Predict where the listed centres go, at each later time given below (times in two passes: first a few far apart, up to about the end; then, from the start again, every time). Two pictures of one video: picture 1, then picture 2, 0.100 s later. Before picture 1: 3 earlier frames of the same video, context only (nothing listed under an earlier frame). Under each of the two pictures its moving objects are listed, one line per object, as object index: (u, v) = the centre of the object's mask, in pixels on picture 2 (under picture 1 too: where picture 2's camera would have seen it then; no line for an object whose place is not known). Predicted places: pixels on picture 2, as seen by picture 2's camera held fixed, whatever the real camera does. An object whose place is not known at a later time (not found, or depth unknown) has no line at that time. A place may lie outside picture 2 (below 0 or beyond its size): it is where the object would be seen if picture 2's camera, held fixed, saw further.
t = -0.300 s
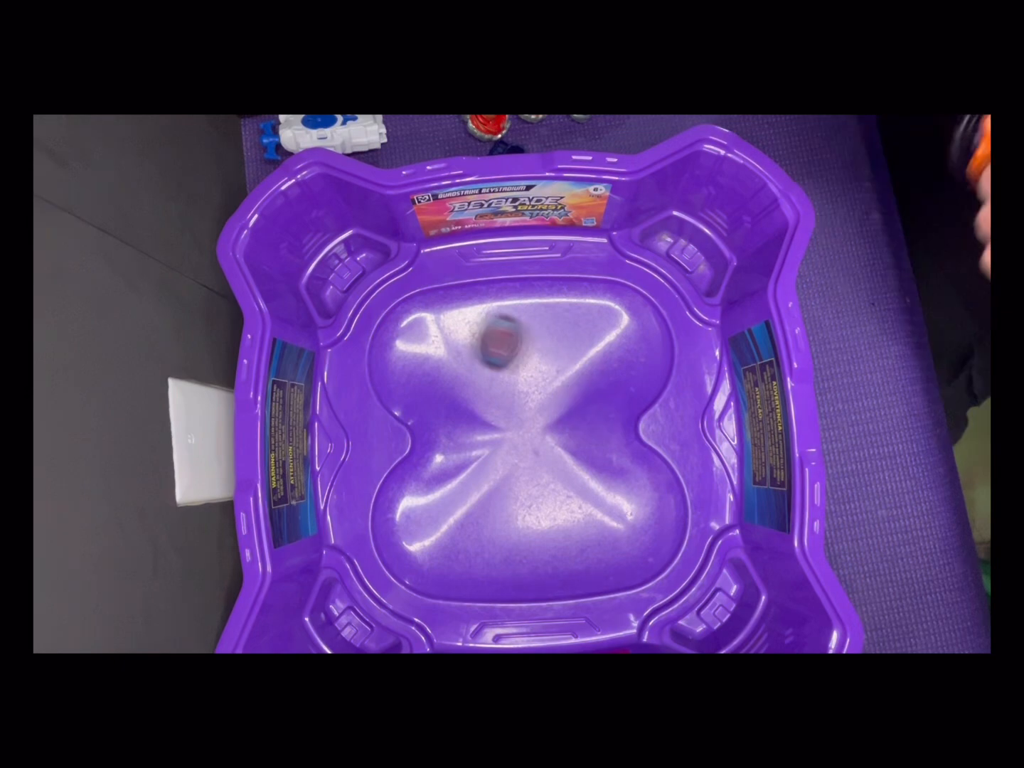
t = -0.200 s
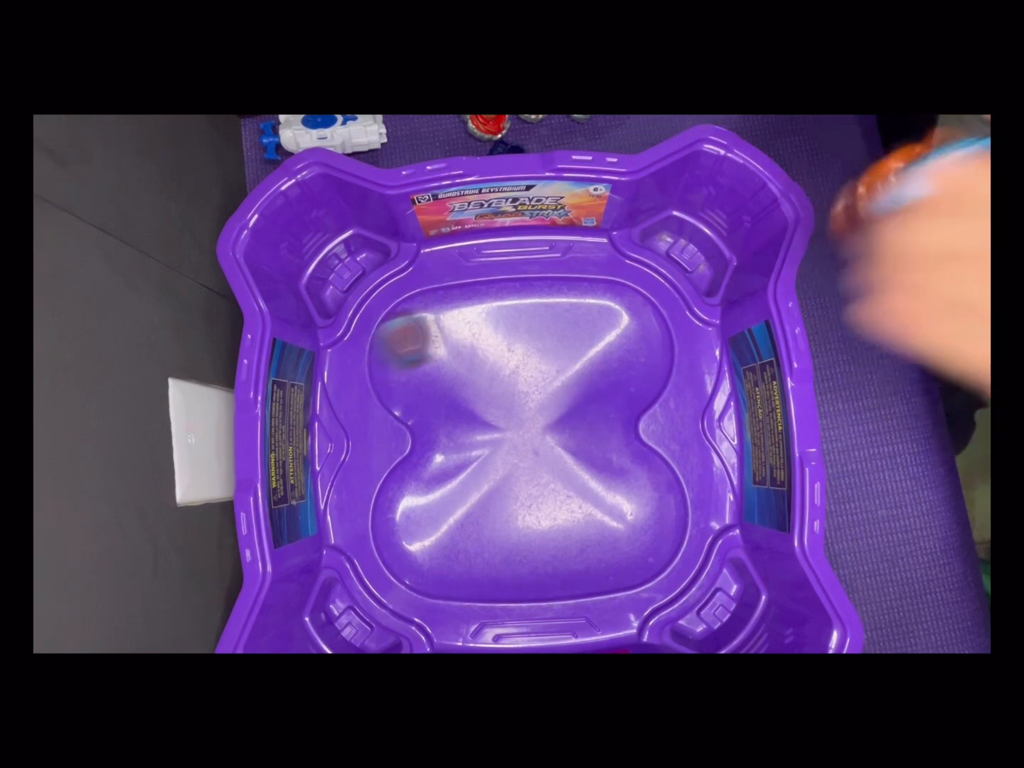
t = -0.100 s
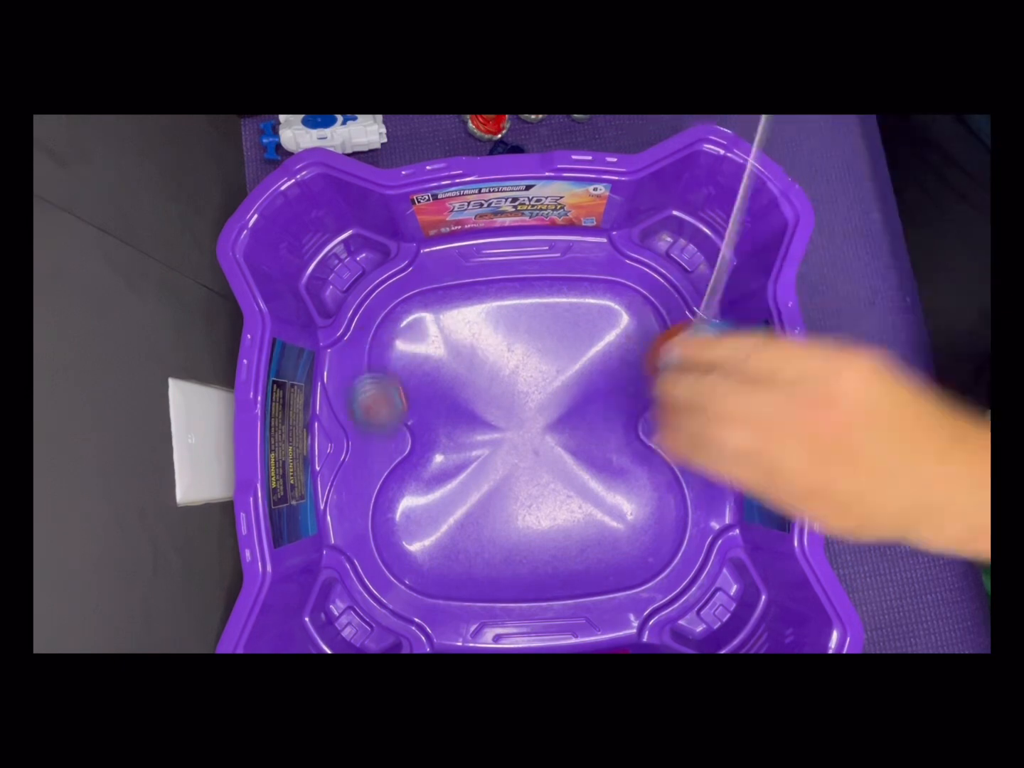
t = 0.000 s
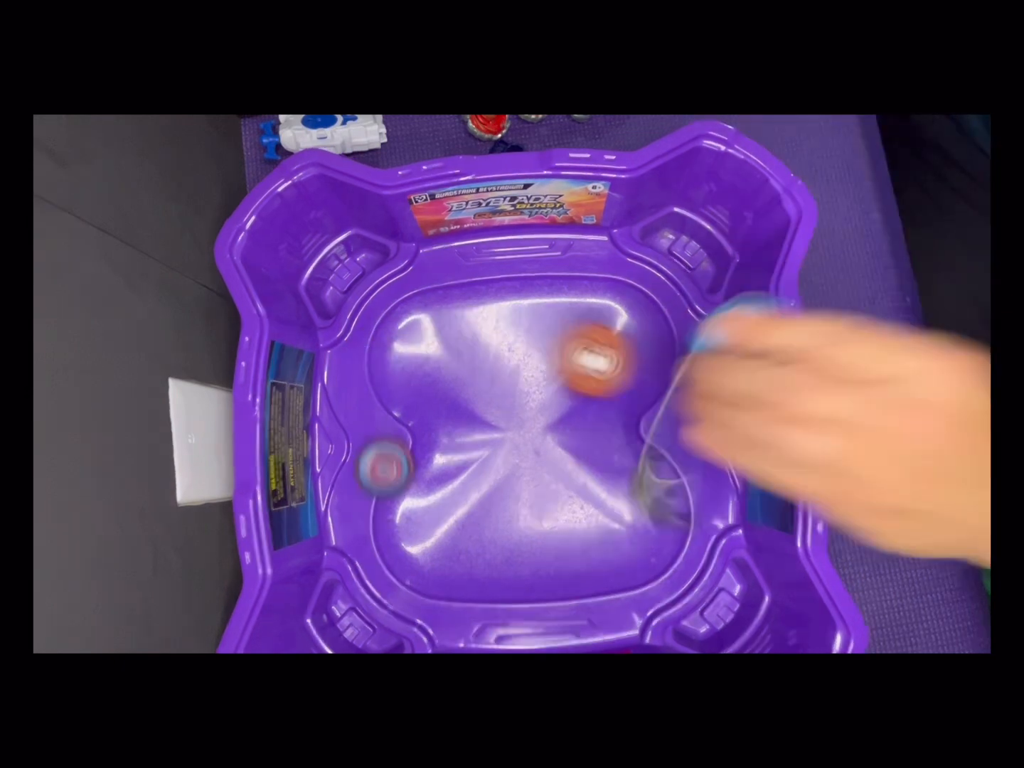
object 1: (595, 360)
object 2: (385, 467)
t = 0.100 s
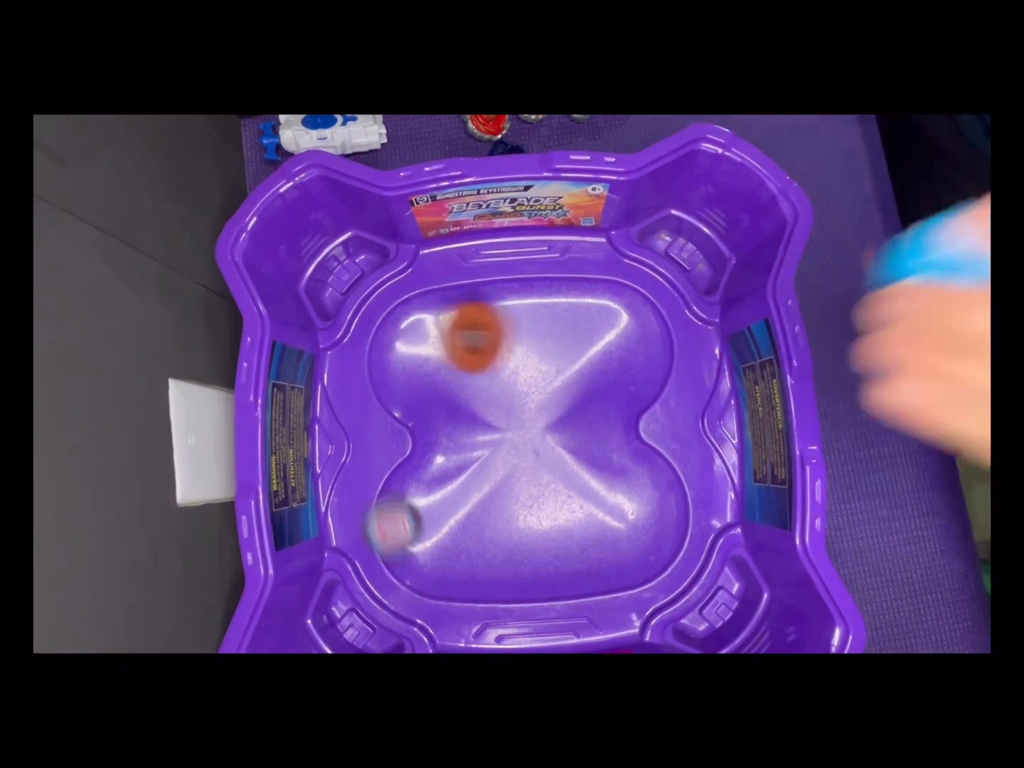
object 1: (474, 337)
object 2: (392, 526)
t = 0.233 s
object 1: (364, 373)
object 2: (499, 594)
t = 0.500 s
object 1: (470, 571)
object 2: (614, 417)
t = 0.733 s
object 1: (696, 484)
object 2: (444, 317)
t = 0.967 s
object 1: (550, 279)
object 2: (369, 475)
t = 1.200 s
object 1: (341, 490)
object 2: (488, 581)
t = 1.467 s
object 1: (349, 614)
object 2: (634, 438)
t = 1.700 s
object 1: (460, 582)
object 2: (506, 344)
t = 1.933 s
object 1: (598, 399)
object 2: (412, 411)
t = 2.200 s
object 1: (523, 256)
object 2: (554, 517)
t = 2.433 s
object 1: (448, 288)
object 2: (628, 439)
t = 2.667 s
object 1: (429, 459)
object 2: (529, 352)
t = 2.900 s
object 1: (607, 572)
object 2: (464, 437)
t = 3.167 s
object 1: (705, 368)
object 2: (582, 538)
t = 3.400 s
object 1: (668, 326)
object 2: (625, 440)
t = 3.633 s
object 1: (495, 306)
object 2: (478, 418)
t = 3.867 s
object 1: (397, 439)
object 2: (473, 552)
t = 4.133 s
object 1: (592, 599)
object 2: (624, 499)
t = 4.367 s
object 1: (658, 377)
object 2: (557, 366)
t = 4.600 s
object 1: (448, 311)
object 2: (410, 372)
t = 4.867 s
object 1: (369, 510)
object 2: (481, 517)
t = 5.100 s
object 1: (568, 599)
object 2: (560, 516)
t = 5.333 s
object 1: (647, 396)
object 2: (537, 429)
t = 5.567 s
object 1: (477, 292)
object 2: (462, 418)
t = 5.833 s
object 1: (376, 498)
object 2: (488, 499)
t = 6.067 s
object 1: (558, 578)
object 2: (514, 441)
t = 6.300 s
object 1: (677, 401)
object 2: (488, 404)
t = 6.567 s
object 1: (621, 268)
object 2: (499, 418)
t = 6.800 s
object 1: (541, 265)
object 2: (502, 398)
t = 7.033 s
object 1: (432, 368)
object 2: (485, 404)
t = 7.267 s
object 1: (446, 536)
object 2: (523, 429)
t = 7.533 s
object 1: (642, 538)
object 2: (560, 388)
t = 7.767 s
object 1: (570, 431)
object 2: (516, 395)
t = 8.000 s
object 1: (489, 476)
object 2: (457, 398)
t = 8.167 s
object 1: (525, 529)
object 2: (516, 451)
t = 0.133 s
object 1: (440, 336)
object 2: (406, 555)
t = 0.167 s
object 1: (408, 345)
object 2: (432, 581)
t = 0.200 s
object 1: (383, 358)
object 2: (463, 593)
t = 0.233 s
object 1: (364, 373)
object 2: (499, 594)
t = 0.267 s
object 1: (363, 390)
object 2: (539, 584)
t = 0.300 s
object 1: (368, 409)
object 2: (579, 567)
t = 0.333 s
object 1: (377, 431)
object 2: (614, 543)
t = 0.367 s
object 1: (388, 455)
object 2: (644, 511)
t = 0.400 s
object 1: (403, 479)
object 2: (661, 479)
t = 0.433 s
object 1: (420, 504)
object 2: (660, 452)
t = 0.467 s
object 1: (443, 540)
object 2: (637, 434)
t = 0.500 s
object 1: (470, 571)
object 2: (614, 417)
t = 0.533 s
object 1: (502, 597)
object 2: (590, 401)
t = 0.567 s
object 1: (543, 606)
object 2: (571, 377)
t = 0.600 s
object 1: (582, 601)
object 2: (549, 352)
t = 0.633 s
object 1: (619, 592)
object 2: (528, 336)
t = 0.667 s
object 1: (656, 567)
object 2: (503, 325)
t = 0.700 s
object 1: (682, 531)
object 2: (475, 318)
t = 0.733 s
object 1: (696, 484)
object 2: (444, 317)
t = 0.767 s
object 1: (702, 438)
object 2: (412, 322)
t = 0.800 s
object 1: (689, 403)
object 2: (381, 338)
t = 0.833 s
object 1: (673, 373)
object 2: (368, 364)
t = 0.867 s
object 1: (654, 346)
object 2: (368, 397)
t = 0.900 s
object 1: (625, 314)
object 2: (369, 429)
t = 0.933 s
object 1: (588, 288)
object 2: (369, 455)
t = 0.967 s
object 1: (550, 279)
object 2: (369, 475)
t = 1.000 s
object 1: (506, 282)
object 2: (371, 491)
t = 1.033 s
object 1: (460, 297)
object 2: (376, 504)
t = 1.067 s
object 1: (416, 323)
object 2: (385, 520)
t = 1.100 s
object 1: (373, 362)
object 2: (400, 542)
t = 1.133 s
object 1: (354, 401)
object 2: (423, 565)
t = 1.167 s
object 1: (346, 443)
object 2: (455, 577)
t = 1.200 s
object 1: (341, 490)
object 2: (488, 581)
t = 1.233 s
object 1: (342, 531)
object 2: (526, 576)
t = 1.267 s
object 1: (353, 577)
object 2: (564, 563)
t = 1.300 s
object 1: (371, 622)
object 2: (597, 548)
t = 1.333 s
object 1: (375, 631)
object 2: (627, 523)
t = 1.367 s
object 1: (357, 621)
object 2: (649, 497)
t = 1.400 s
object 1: (340, 613)
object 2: (661, 471)
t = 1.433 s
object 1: (339, 612)
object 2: (656, 453)
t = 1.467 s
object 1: (349, 614)
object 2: (634, 438)
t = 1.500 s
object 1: (359, 618)
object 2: (612, 426)
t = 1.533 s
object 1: (373, 622)
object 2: (591, 411)
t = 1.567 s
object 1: (391, 627)
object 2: (572, 388)
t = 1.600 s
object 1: (410, 628)
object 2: (554, 369)
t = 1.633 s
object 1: (425, 618)
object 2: (540, 357)
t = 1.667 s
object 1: (442, 603)
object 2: (524, 348)
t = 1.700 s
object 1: (460, 582)
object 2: (506, 344)
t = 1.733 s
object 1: (480, 560)
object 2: (486, 343)
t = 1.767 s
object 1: (503, 535)
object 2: (464, 346)
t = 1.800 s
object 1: (529, 509)
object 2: (443, 354)
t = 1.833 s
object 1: (555, 482)
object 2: (424, 366)
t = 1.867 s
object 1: (576, 453)
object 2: (412, 382)
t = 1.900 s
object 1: (589, 427)
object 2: (408, 396)
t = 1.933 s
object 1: (598, 399)
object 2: (412, 411)
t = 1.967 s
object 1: (605, 366)
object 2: (423, 425)
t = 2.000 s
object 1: (605, 327)
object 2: (438, 438)
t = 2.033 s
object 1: (600, 294)
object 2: (457, 455)
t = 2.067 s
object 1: (588, 275)
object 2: (476, 474)
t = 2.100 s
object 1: (572, 268)
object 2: (494, 495)
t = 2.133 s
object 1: (555, 266)
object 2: (513, 508)
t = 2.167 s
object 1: (538, 262)
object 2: (532, 515)
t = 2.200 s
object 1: (523, 256)
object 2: (554, 517)
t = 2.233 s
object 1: (509, 253)
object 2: (579, 514)
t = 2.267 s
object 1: (498, 262)
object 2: (602, 506)
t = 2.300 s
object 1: (489, 267)
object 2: (623, 492)
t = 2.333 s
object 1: (480, 270)
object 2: (637, 475)
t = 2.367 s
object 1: (471, 274)
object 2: (642, 462)
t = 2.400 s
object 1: (460, 279)
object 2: (639, 450)
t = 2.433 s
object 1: (448, 288)
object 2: (628, 439)
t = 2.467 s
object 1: (436, 302)
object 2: (613, 424)
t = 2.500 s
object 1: (422, 326)
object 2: (597, 407)
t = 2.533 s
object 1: (407, 355)
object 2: (582, 390)
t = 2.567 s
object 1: (396, 389)
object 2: (569, 372)
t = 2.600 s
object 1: (395, 417)
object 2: (557, 360)
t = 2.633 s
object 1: (409, 438)
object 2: (544, 353)
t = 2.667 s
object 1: (429, 459)
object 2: (529, 352)
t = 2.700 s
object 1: (449, 478)
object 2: (513, 355)
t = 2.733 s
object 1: (471, 501)
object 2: (495, 364)
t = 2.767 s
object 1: (494, 530)
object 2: (478, 377)
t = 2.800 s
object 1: (517, 550)
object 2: (464, 392)
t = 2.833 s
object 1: (545, 565)
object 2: (458, 405)
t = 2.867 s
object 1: (575, 572)
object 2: (458, 421)
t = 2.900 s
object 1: (607, 572)
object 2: (464, 437)
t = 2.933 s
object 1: (640, 565)
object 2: (471, 457)
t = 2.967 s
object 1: (672, 548)
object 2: (481, 482)
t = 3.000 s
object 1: (690, 517)
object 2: (489, 501)
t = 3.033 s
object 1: (693, 482)
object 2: (502, 518)
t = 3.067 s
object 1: (696, 446)
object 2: (517, 529)
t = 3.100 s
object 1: (699, 415)
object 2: (535, 536)
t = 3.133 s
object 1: (703, 390)
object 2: (557, 539)
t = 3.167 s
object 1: (705, 368)
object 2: (582, 538)
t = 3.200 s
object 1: (704, 354)
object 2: (608, 531)
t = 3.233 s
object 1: (699, 344)
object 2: (634, 518)
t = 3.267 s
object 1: (693, 339)
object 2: (651, 502)
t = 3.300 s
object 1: (688, 336)
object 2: (660, 486)
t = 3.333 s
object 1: (683, 333)
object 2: (660, 467)
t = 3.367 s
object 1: (677, 330)
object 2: (647, 451)
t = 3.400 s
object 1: (668, 326)
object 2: (625, 440)
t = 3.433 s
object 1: (656, 322)
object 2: (601, 426)
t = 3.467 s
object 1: (635, 320)
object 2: (576, 410)
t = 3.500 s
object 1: (608, 319)
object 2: (557, 397)
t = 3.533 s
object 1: (577, 321)
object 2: (537, 386)
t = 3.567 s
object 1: (544, 325)
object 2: (520, 383)
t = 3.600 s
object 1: (519, 314)
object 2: (498, 401)
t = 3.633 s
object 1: (495, 306)
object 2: (478, 418)
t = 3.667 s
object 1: (467, 307)
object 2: (469, 436)
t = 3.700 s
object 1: (440, 314)
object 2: (463, 454)
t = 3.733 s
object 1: (410, 332)
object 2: (460, 475)
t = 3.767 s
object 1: (386, 357)
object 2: (458, 496)
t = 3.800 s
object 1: (372, 386)
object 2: (459, 520)
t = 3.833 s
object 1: (379, 413)
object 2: (464, 539)
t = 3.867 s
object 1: (397, 439)
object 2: (473, 552)
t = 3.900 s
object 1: (413, 464)
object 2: (486, 561)
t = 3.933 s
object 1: (429, 488)
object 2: (504, 564)
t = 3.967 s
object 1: (450, 513)
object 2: (525, 563)
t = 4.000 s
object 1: (474, 548)
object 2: (549, 558)
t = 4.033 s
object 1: (497, 572)
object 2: (572, 548)
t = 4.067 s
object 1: (525, 591)
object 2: (595, 533)
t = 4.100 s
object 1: (557, 602)
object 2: (611, 518)
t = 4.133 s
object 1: (592, 599)
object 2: (624, 499)
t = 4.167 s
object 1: (624, 586)
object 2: (628, 478)
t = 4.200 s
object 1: (656, 563)
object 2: (624, 462)
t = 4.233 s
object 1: (683, 531)
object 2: (615, 446)
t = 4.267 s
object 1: (680, 486)
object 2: (598, 425)
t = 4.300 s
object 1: (673, 447)
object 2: (585, 405)
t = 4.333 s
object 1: (666, 409)
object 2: (572, 385)
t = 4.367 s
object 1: (658, 377)
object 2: (557, 366)
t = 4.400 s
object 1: (647, 347)
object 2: (540, 353)
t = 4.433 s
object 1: (627, 311)
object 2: (521, 346)
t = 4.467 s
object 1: (598, 287)
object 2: (501, 344)
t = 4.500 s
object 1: (566, 277)
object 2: (479, 345)
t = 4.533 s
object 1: (529, 280)
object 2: (454, 351)
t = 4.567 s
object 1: (491, 291)
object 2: (428, 360)
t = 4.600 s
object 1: (448, 311)
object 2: (410, 372)
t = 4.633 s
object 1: (409, 335)
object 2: (395, 396)
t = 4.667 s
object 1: (380, 355)
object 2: (391, 420)
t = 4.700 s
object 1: (364, 378)
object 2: (406, 433)
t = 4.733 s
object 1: (366, 407)
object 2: (423, 445)
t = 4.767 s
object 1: (372, 435)
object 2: (441, 459)
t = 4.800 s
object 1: (371, 462)
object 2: (454, 480)
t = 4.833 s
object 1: (371, 487)
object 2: (470, 500)
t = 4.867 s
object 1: (369, 510)
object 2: (481, 517)
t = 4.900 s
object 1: (374, 537)
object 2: (491, 529)
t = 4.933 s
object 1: (387, 564)
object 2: (501, 534)
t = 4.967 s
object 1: (411, 590)
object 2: (512, 535)
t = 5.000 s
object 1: (445, 601)
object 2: (525, 534)
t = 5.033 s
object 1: (486, 604)
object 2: (538, 530)
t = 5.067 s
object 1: (527, 604)
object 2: (550, 524)
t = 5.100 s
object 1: (568, 599)
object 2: (560, 516)
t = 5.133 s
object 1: (605, 587)
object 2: (568, 504)
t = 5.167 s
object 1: (643, 567)
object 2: (573, 492)
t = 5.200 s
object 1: (673, 534)
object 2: (576, 480)
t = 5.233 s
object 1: (687, 494)
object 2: (573, 468)
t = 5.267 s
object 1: (675, 459)
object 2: (565, 454)
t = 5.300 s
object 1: (660, 426)
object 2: (552, 441)
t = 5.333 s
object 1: (647, 396)
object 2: (537, 429)
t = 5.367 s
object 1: (635, 370)
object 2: (523, 419)
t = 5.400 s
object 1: (617, 335)
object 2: (508, 413)
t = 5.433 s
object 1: (595, 303)
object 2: (492, 408)
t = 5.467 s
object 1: (571, 280)
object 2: (479, 407)
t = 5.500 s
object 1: (542, 276)
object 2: (468, 408)
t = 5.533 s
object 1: (511, 280)
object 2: (462, 413)
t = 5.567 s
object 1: (477, 292)
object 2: (462, 418)
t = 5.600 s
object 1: (448, 309)
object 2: (466, 426)
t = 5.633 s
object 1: (414, 334)
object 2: (470, 436)
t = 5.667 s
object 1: (384, 359)
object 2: (476, 448)
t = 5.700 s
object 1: (371, 387)
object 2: (479, 462)
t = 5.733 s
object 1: (372, 417)
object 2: (482, 474)
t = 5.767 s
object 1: (373, 447)
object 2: (483, 486)
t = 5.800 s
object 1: (374, 476)
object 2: (484, 495)
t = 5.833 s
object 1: (376, 498)
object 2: (488, 499)
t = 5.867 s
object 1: (380, 521)
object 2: (492, 498)
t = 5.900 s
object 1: (392, 545)
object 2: (498, 492)
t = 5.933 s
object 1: (413, 570)
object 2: (505, 482)
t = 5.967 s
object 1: (444, 588)
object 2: (510, 471)
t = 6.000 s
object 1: (479, 594)
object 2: (513, 461)
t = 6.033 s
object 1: (517, 590)
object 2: (514, 450)
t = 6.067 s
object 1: (558, 578)
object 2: (514, 441)
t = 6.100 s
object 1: (600, 560)
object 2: (511, 433)
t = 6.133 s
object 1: (639, 532)
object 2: (507, 425)
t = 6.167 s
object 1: (668, 499)
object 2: (503, 418)
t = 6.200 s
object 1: (681, 470)
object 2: (499, 412)
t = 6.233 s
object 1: (680, 448)
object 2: (495, 408)
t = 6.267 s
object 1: (675, 424)
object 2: (492, 405)
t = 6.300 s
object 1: (677, 401)
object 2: (488, 404)
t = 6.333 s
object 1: (678, 378)
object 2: (485, 404)
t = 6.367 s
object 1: (678, 355)
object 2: (482, 405)
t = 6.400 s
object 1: (677, 331)
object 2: (479, 407)
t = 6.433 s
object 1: (673, 307)
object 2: (479, 409)
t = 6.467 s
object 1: (667, 284)
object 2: (481, 412)
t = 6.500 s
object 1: (658, 272)
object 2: (486, 414)
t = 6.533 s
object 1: (638, 271)
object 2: (493, 417)
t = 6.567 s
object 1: (621, 268)
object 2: (499, 418)
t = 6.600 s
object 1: (606, 263)
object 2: (503, 418)
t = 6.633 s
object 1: (594, 257)
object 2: (506, 417)
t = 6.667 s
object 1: (584, 252)
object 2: (507, 413)
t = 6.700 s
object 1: (572, 255)
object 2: (507, 409)
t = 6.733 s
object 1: (560, 259)
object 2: (507, 405)
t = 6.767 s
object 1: (551, 261)
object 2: (506, 401)
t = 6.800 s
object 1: (541, 265)
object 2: (502, 398)
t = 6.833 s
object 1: (531, 268)
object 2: (497, 396)
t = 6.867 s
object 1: (519, 274)
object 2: (492, 395)
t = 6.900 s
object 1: (504, 281)
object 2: (489, 395)
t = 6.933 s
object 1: (489, 297)
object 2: (485, 395)
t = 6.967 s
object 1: (472, 318)
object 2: (483, 396)
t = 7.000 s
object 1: (453, 341)
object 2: (483, 398)
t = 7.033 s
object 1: (432, 368)
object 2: (485, 404)
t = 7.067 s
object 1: (417, 396)
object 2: (488, 410)
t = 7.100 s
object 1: (411, 417)
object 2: (492, 415)
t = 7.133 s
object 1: (411, 437)
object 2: (496, 421)
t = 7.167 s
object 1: (417, 457)
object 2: (503, 426)
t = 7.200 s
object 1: (426, 479)
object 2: (510, 428)
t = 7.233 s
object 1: (436, 506)
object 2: (516, 429)
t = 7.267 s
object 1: (446, 536)
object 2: (523, 429)
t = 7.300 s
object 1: (462, 564)
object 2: (531, 430)
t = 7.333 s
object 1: (480, 580)
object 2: (538, 430)
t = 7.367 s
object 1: (501, 590)
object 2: (545, 429)
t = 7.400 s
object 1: (526, 592)
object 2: (551, 424)
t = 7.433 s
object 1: (554, 587)
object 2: (557, 416)
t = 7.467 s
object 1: (582, 576)
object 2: (560, 406)
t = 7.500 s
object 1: (611, 561)
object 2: (560, 396)
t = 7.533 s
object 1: (642, 538)
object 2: (560, 388)
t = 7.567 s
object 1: (661, 512)
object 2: (557, 382)
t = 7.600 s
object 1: (671, 486)
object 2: (552, 379)
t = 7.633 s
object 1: (667, 463)
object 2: (545, 379)
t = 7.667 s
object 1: (649, 453)
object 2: (537, 382)
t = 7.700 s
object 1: (623, 447)
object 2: (529, 386)
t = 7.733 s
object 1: (598, 439)
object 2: (522, 391)
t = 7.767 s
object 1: (570, 431)
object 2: (516, 395)
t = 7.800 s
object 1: (551, 435)
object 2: (503, 391)
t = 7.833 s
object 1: (535, 444)
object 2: (487, 384)
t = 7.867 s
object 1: (519, 449)
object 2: (475, 383)
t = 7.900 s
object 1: (507, 454)
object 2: (464, 384)
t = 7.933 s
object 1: (497, 461)
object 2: (458, 387)
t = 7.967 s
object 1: (492, 468)
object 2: (455, 391)
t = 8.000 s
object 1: (489, 476)
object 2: (457, 398)
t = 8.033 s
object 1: (490, 485)
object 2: (463, 407)
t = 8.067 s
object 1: (493, 496)
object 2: (472, 416)
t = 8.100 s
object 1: (500, 509)
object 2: (487, 429)
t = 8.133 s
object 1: (511, 520)
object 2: (502, 441)
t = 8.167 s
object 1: (525, 529)
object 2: (516, 451)
